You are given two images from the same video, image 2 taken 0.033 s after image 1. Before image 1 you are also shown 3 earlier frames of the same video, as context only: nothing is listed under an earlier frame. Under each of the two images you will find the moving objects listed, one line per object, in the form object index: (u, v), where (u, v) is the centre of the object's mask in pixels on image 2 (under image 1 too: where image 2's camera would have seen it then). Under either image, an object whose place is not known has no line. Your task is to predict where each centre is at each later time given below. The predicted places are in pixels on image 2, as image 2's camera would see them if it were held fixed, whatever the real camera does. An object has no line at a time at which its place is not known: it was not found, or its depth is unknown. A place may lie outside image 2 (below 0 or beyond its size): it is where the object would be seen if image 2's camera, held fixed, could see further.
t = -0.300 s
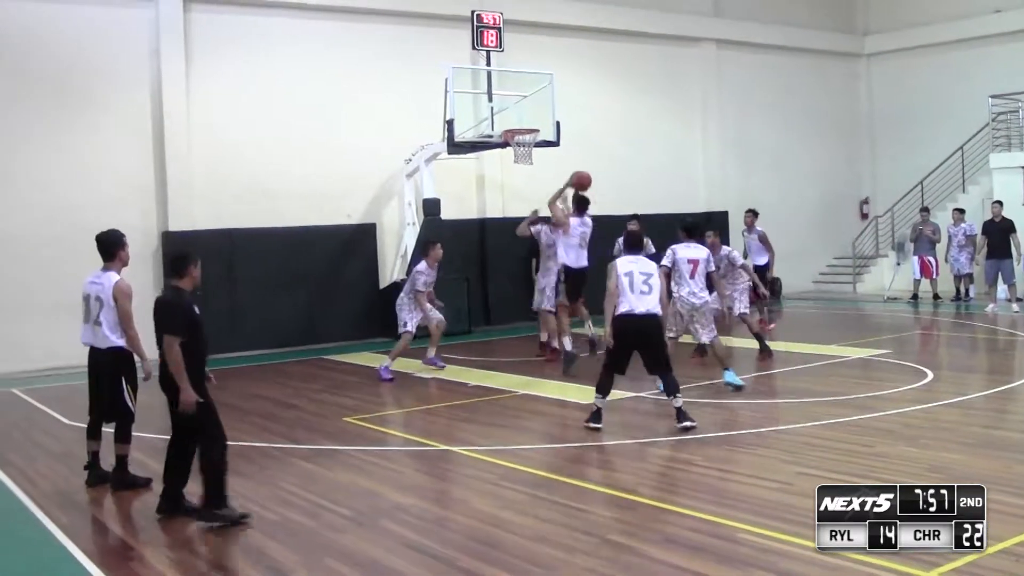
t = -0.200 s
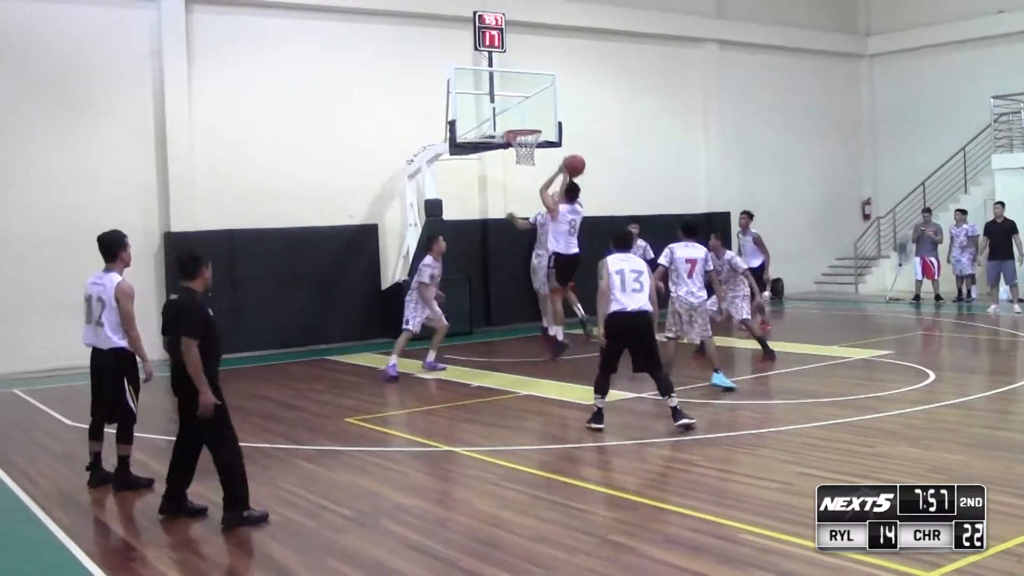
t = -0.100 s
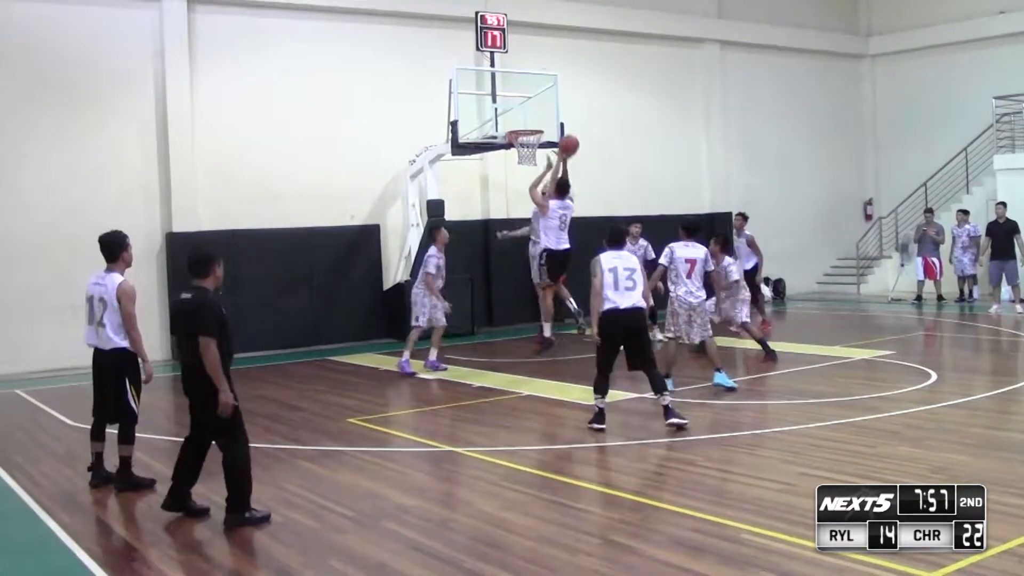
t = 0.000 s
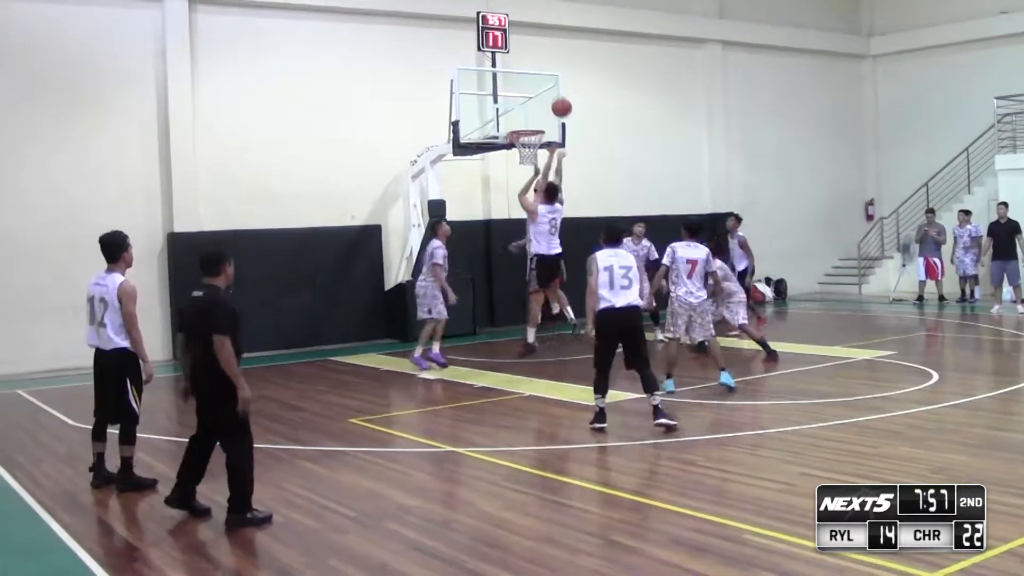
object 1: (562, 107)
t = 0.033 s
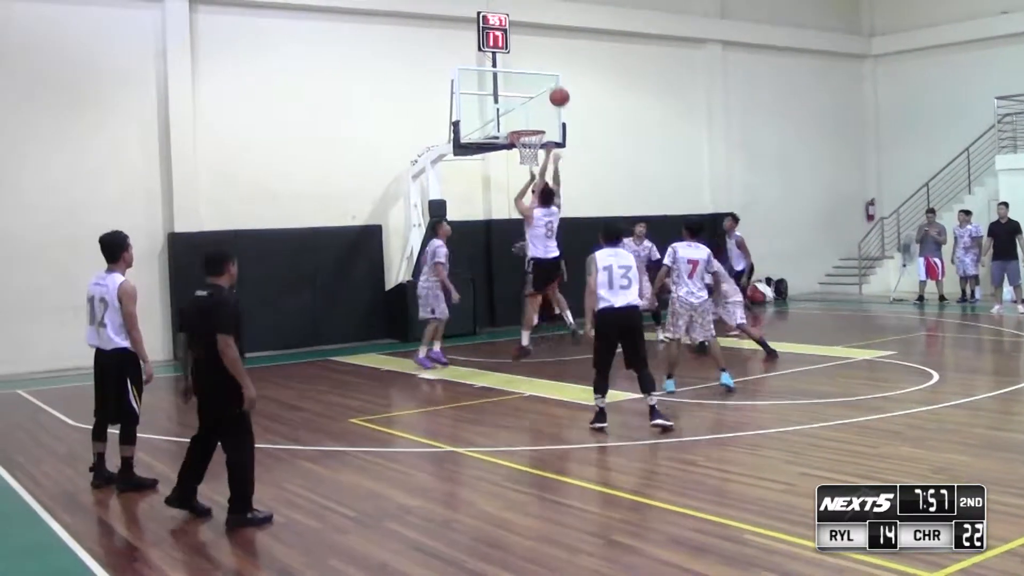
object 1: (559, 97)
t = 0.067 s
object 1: (557, 87)
